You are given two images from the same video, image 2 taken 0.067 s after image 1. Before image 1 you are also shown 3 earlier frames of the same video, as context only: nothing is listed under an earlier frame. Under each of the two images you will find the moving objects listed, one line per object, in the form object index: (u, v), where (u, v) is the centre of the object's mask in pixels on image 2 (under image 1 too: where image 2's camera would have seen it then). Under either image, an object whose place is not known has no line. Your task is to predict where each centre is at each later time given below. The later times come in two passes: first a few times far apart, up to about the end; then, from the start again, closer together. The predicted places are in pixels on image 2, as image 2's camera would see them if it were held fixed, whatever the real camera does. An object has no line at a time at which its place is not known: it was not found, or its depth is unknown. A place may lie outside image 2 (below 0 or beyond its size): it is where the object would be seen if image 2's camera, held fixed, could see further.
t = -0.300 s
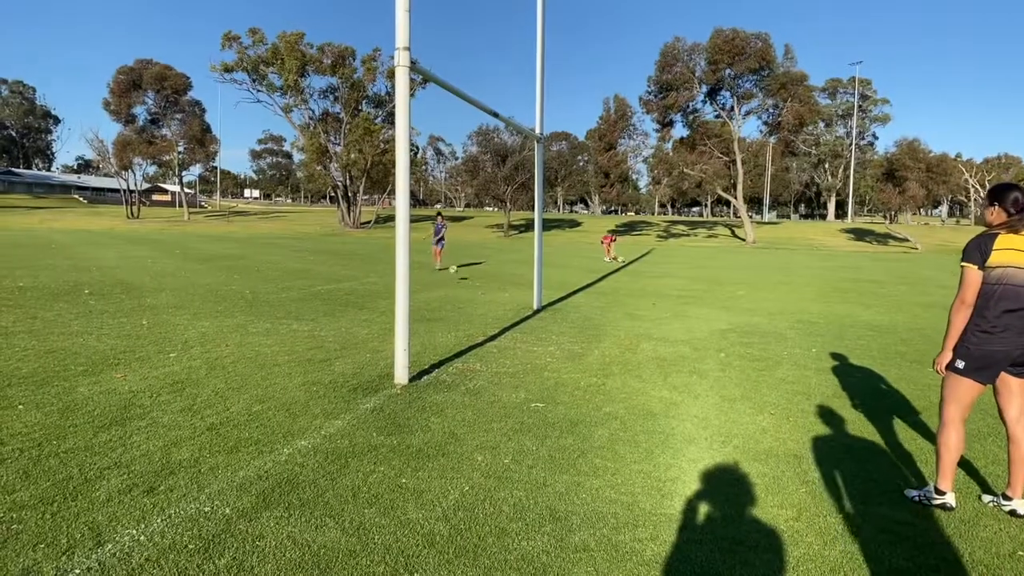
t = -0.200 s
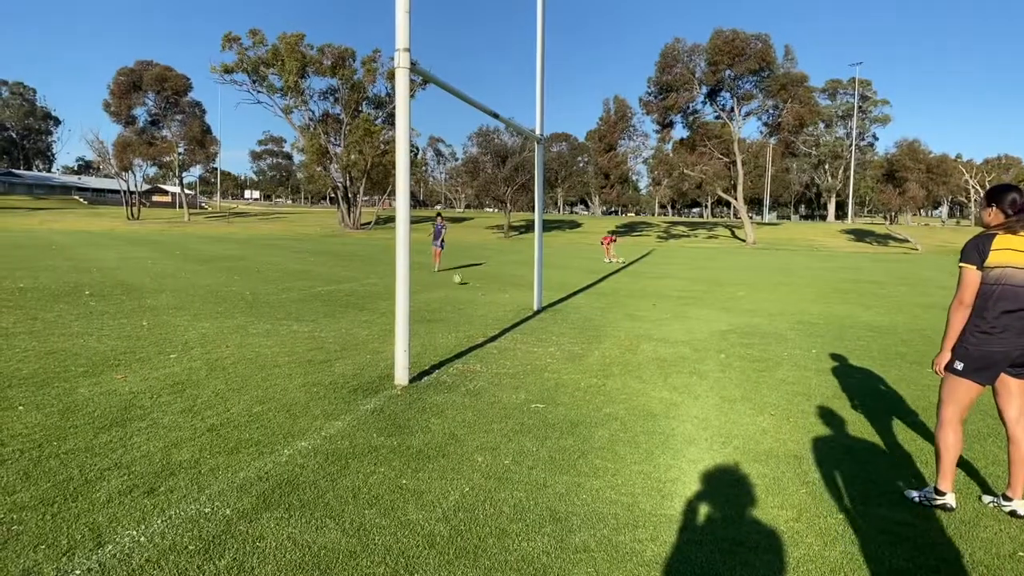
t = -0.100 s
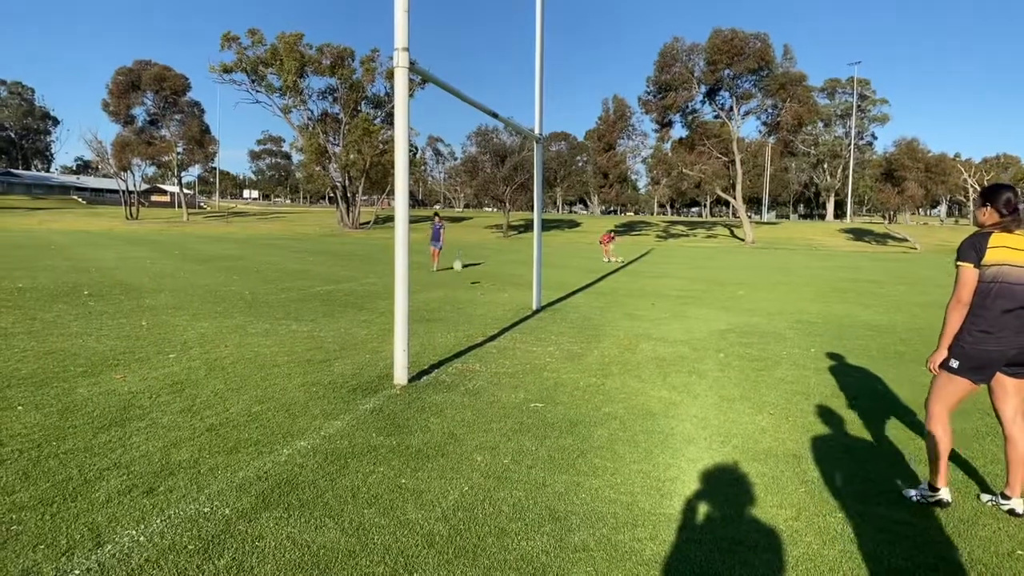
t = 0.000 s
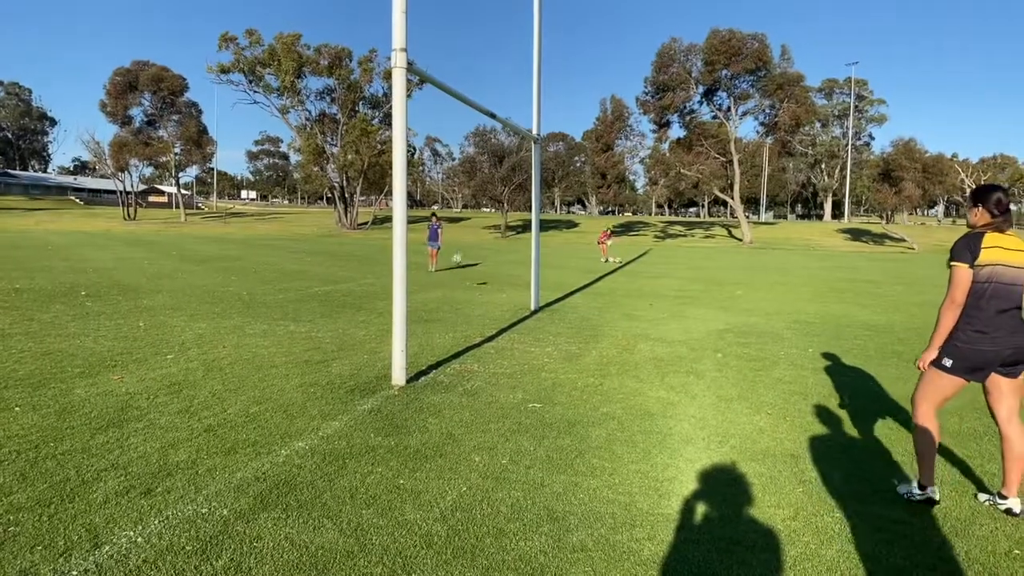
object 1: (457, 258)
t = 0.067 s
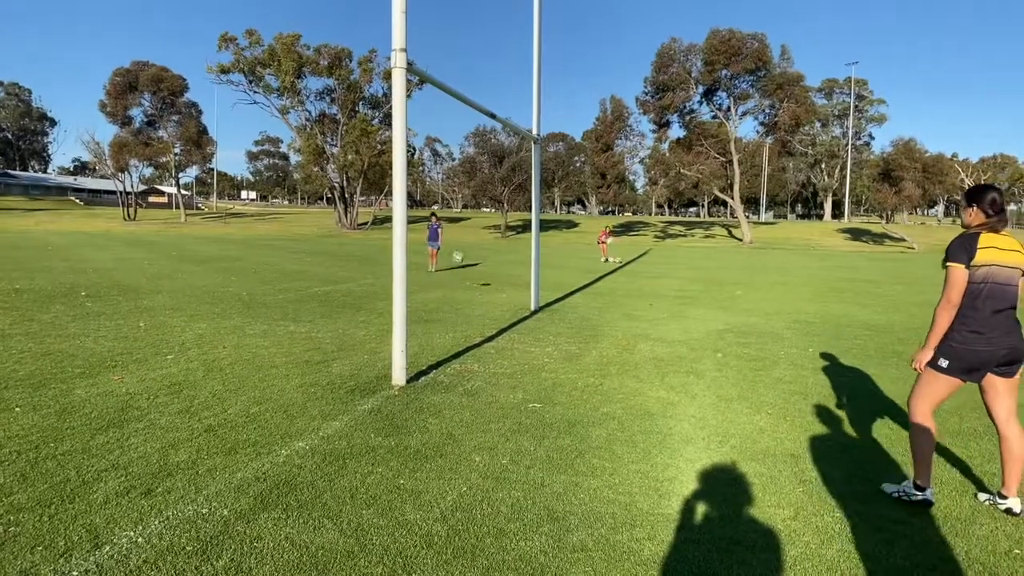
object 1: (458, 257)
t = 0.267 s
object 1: (459, 263)
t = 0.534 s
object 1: (463, 301)
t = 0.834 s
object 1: (463, 308)
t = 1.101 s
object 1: (458, 312)
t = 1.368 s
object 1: (449, 346)
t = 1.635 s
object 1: (417, 307)
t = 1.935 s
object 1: (448, 290)
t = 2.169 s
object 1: (474, 333)
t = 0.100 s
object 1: (458, 257)
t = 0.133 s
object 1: (458, 257)
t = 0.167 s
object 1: (458, 257)
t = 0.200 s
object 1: (459, 259)
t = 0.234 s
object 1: (459, 261)
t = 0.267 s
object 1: (459, 263)
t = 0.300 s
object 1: (460, 266)
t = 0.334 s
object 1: (461, 271)
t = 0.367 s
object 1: (461, 276)
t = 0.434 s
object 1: (462, 289)
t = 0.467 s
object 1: (462, 295)
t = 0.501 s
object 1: (463, 300)
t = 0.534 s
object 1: (463, 301)
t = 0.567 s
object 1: (464, 302)
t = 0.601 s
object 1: (464, 303)
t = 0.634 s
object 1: (464, 301)
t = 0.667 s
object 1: (464, 301)
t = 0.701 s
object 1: (464, 301)
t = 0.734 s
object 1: (463, 301)
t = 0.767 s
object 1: (463, 302)
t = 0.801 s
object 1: (463, 305)
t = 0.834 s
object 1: (463, 308)
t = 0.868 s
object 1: (463, 312)
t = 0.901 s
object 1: (462, 316)
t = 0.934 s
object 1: (462, 321)
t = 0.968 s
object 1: (462, 318)
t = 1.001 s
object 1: (461, 315)
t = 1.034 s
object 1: (460, 314)
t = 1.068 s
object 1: (458, 312)
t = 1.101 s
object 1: (458, 312)
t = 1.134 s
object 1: (458, 313)
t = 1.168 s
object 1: (456, 314)
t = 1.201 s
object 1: (455, 316)
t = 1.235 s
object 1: (454, 320)
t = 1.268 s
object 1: (453, 325)
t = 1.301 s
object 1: (452, 331)
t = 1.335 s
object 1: (451, 338)
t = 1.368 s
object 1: (449, 346)
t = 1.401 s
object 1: (447, 349)
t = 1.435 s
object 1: (444, 340)
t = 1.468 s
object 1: (440, 333)
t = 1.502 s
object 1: (435, 325)
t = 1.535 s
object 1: (432, 318)
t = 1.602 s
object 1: (422, 309)
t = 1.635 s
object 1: (417, 307)
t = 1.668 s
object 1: (415, 305)
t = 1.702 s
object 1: (416, 300)
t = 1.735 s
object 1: (421, 295)
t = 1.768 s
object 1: (425, 291)
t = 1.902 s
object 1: (443, 288)
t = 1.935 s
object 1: (448, 290)
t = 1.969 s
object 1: (452, 293)
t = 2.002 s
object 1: (456, 297)
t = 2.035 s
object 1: (459, 302)
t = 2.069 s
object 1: (464, 309)
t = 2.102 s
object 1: (467, 315)
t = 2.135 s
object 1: (471, 324)
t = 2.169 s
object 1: (474, 333)
